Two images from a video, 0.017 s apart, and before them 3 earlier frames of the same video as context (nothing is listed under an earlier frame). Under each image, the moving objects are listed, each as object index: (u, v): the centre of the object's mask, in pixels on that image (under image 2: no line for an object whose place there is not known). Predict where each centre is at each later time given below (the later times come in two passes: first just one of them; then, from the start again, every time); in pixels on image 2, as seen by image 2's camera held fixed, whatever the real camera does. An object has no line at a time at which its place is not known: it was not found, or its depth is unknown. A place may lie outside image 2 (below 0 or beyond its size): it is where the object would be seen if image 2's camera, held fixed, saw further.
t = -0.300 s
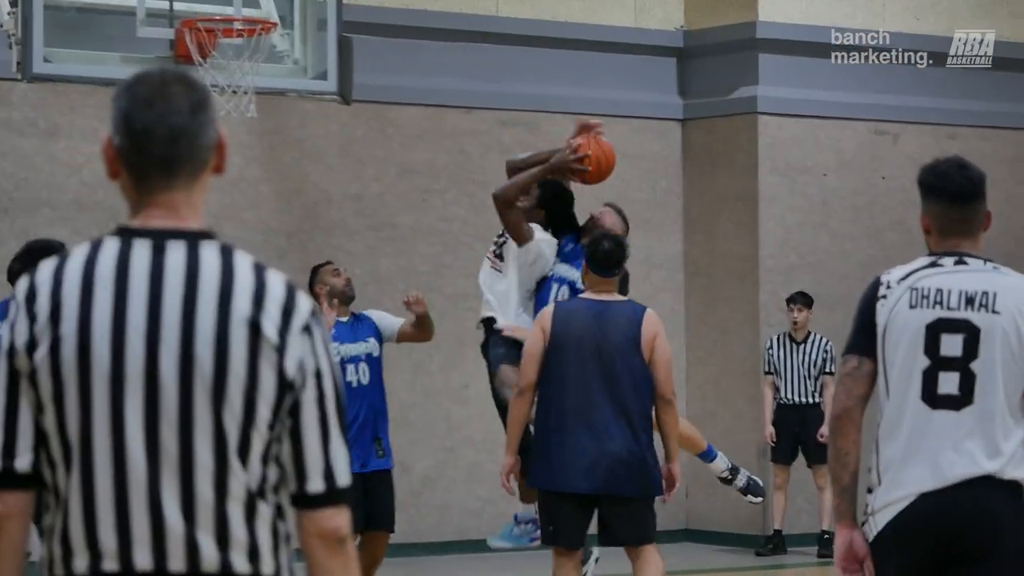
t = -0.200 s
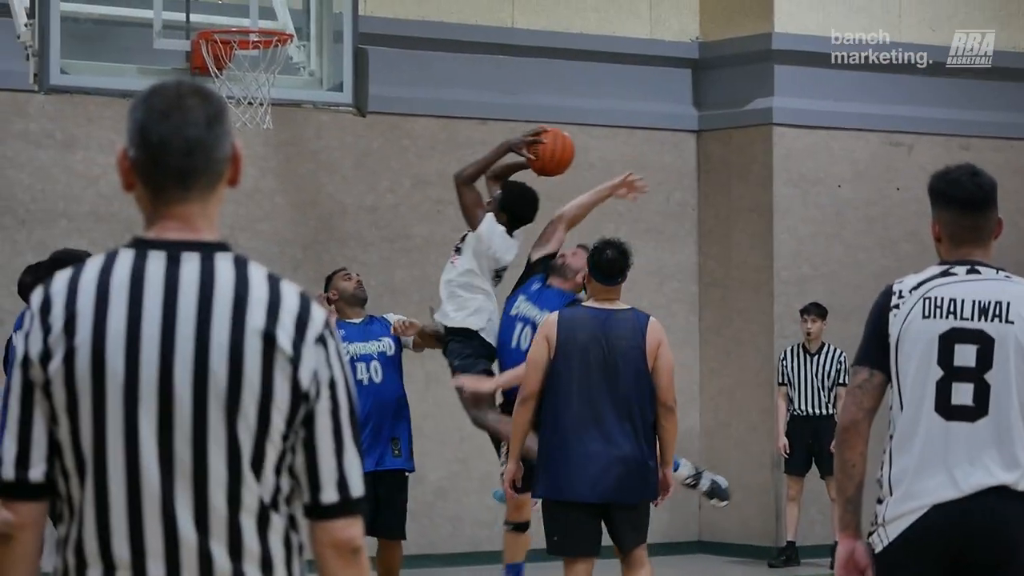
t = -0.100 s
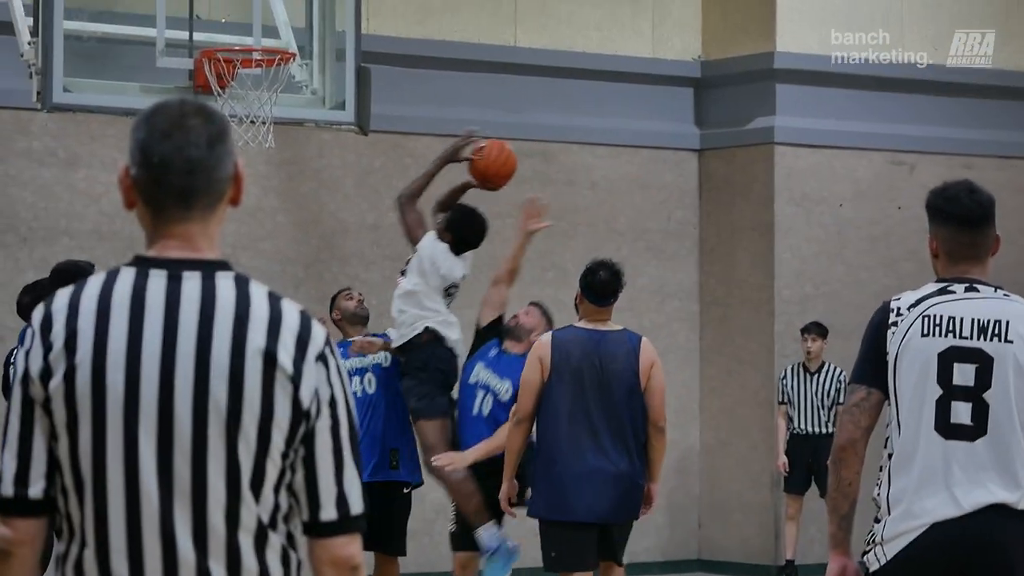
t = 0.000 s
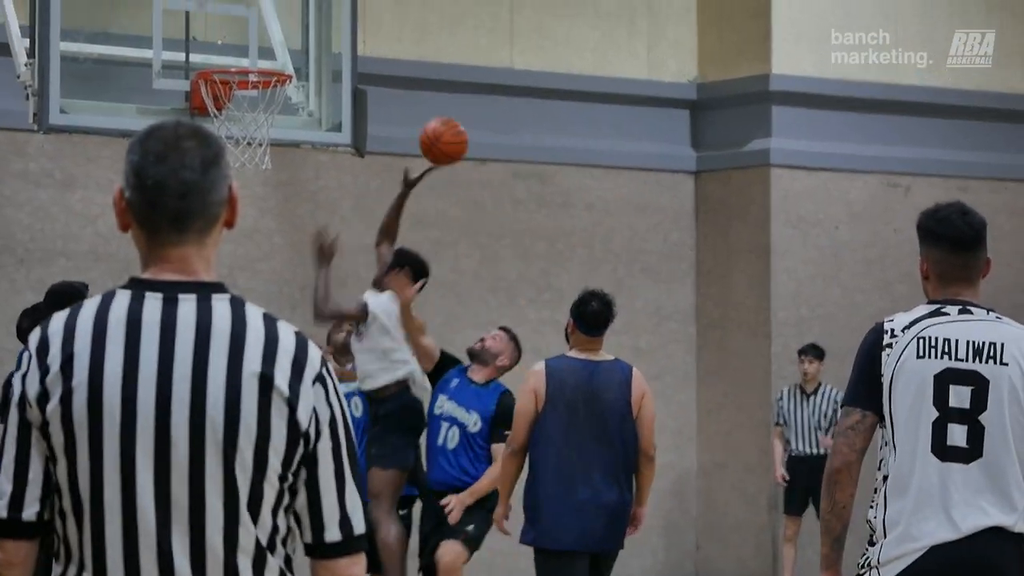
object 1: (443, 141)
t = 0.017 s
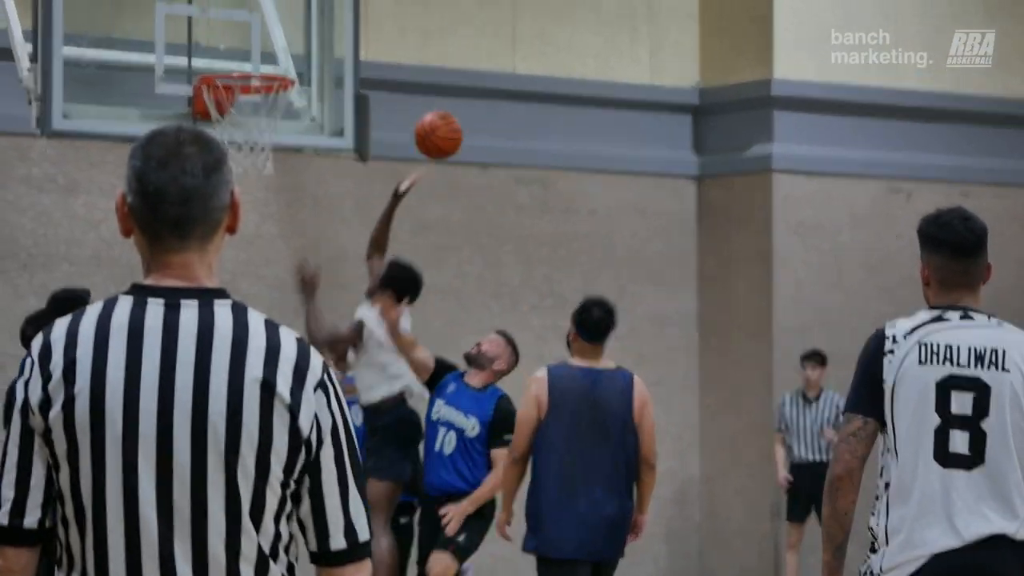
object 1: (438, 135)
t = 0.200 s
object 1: (356, 47)
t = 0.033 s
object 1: (430, 124)
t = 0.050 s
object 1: (423, 113)
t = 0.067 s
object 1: (416, 104)
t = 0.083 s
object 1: (408, 95)
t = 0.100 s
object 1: (400, 86)
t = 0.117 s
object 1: (393, 79)
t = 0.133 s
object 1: (385, 71)
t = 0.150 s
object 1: (378, 65)
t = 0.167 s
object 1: (371, 58)
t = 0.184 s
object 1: (363, 52)
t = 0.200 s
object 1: (356, 47)
